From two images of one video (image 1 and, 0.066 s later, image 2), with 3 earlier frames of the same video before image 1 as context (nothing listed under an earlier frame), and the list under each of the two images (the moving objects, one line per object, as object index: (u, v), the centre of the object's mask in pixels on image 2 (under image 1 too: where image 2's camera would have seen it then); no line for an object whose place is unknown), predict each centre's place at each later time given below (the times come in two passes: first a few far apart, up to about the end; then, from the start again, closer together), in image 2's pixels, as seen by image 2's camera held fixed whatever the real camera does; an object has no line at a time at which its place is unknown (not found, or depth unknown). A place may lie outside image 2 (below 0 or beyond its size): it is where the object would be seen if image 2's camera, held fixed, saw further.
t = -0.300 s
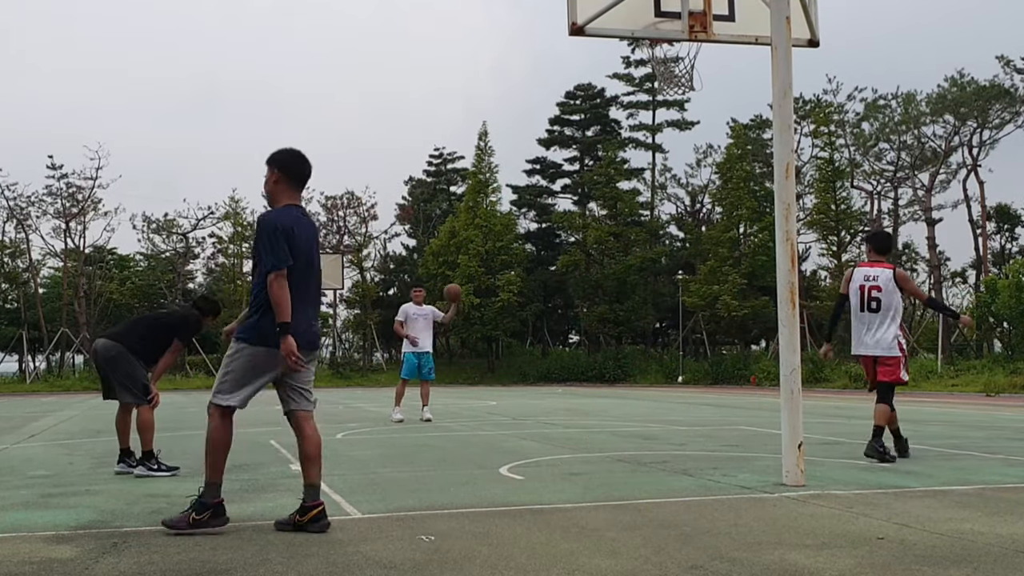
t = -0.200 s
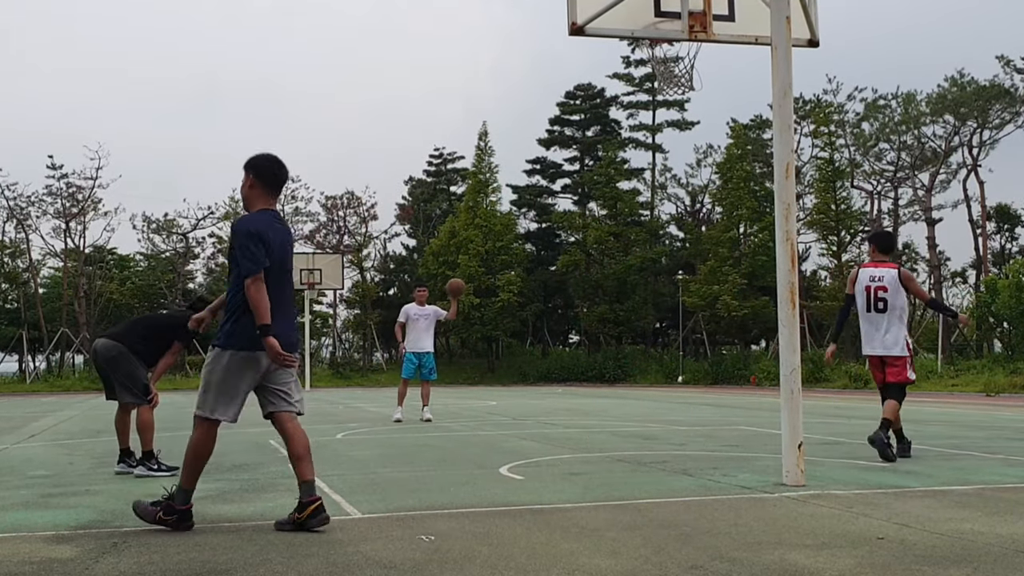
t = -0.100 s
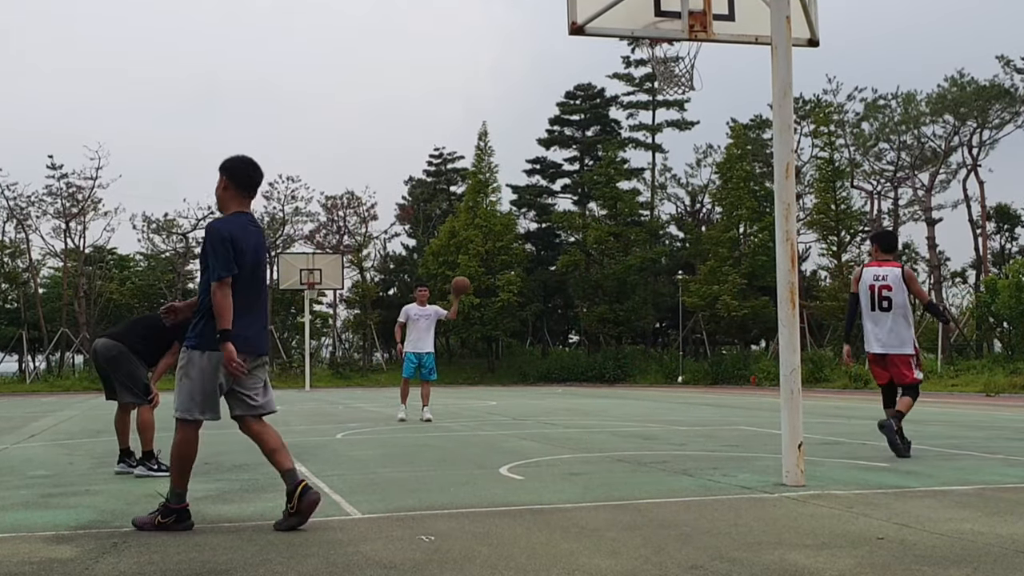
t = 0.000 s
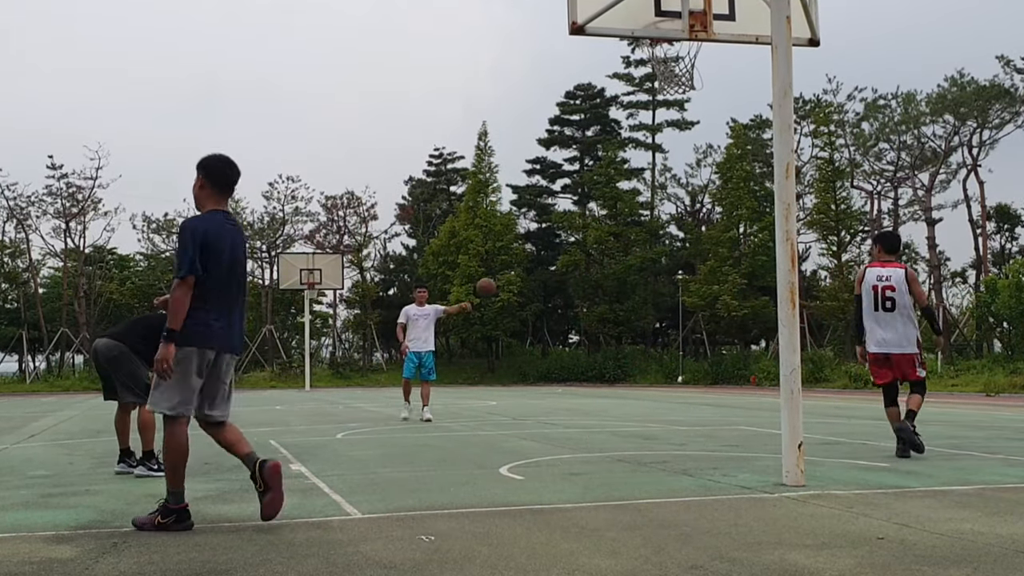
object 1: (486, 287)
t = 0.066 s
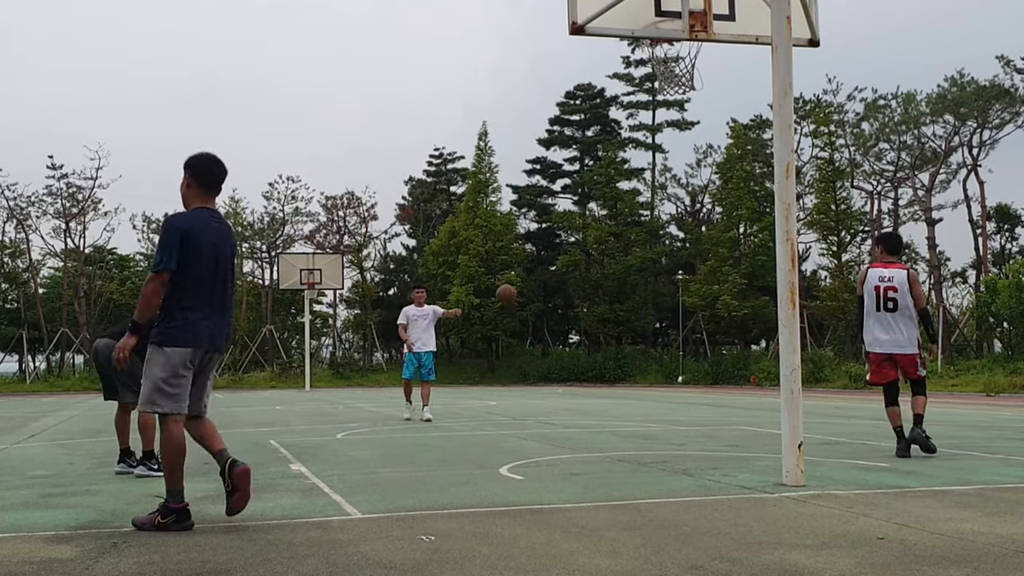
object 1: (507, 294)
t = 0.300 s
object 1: (582, 351)
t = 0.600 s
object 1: (662, 359)
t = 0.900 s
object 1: (713, 299)
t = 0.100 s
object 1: (516, 299)
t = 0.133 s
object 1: (526, 305)
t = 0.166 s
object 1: (537, 312)
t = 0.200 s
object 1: (548, 321)
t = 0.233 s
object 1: (559, 330)
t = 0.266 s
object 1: (571, 340)
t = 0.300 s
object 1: (582, 351)
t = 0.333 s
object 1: (595, 365)
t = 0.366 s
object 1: (607, 380)
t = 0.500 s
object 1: (645, 397)
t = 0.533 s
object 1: (651, 383)
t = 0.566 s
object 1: (657, 371)
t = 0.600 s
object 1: (662, 359)
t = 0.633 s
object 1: (667, 348)
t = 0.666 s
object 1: (673, 340)
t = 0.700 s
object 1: (678, 330)
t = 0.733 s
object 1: (684, 323)
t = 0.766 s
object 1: (689, 316)
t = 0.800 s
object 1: (695, 311)
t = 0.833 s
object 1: (701, 307)
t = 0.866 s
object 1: (706, 302)
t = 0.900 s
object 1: (713, 299)
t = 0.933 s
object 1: (719, 298)
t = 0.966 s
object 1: (726, 299)
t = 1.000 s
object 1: (731, 298)
